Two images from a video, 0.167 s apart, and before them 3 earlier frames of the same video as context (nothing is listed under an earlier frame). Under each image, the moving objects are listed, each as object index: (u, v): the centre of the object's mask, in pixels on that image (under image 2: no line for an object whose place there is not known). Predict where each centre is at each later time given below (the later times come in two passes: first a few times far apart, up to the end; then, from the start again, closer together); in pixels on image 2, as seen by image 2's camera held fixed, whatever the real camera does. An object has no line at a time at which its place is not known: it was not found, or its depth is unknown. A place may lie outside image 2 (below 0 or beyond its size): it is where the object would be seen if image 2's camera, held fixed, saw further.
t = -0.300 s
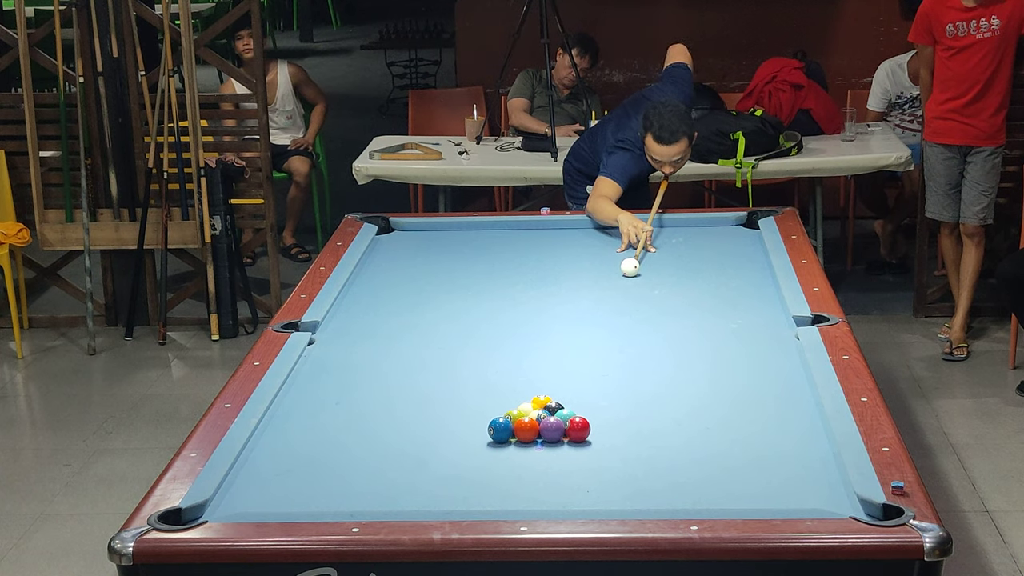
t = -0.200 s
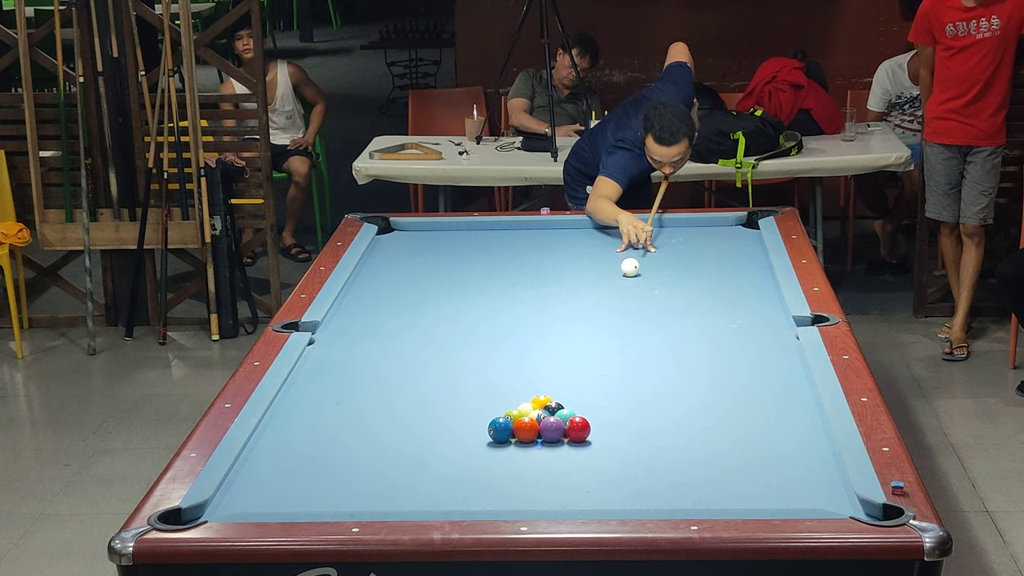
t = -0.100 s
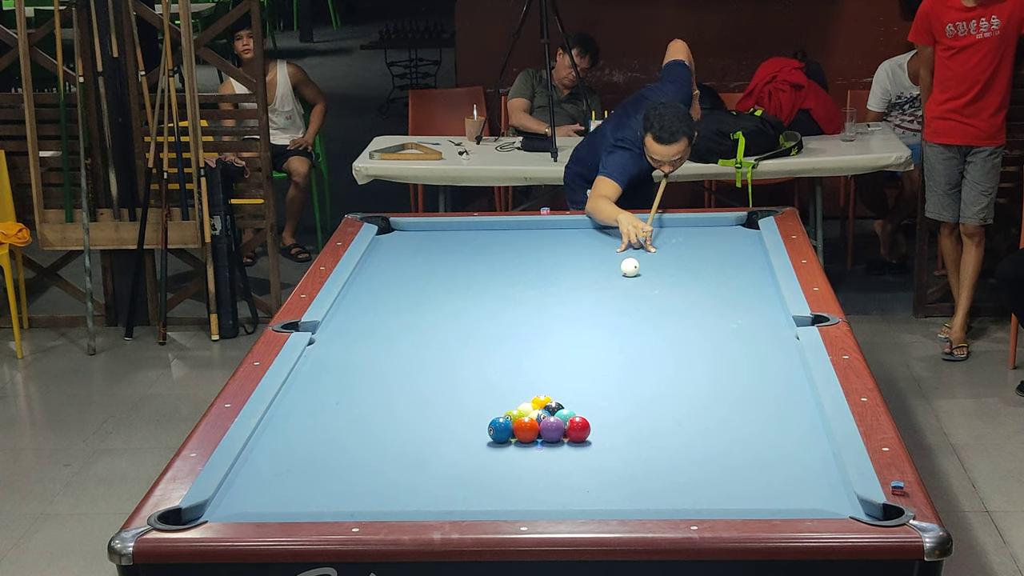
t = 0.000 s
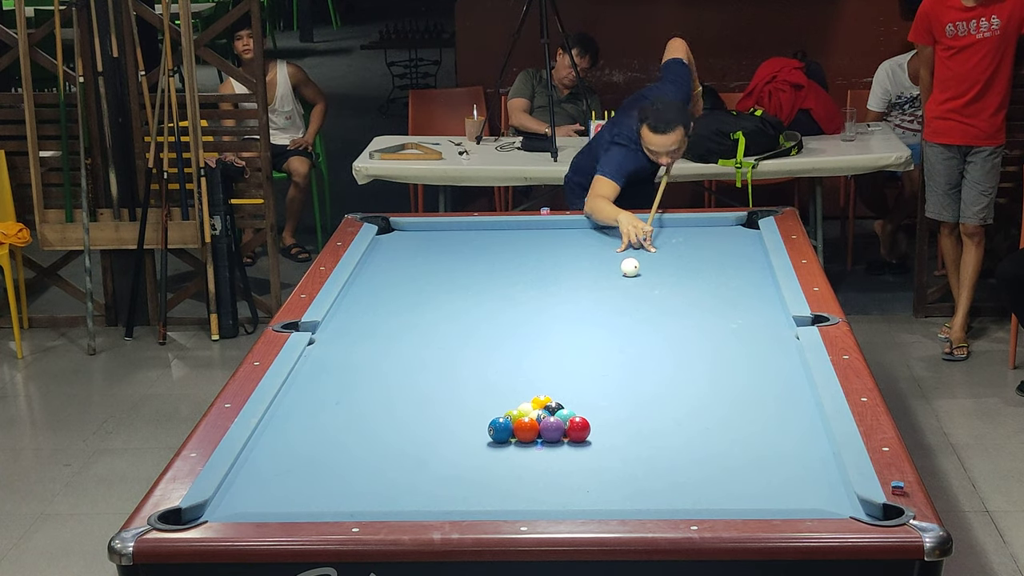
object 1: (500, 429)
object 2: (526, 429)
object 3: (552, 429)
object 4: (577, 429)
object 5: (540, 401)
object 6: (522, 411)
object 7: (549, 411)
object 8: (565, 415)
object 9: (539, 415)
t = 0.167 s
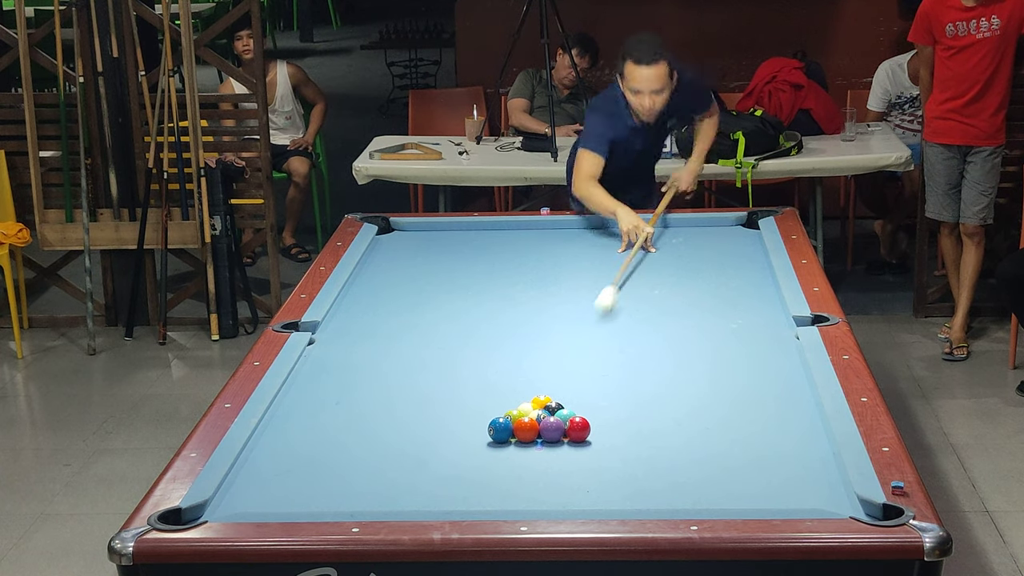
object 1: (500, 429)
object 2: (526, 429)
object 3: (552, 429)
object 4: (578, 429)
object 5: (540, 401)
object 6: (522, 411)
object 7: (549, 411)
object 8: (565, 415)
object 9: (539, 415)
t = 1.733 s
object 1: (651, 256)
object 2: (402, 498)
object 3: (773, 384)
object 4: (661, 316)
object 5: (377, 281)
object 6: (455, 299)
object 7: (572, 384)
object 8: (743, 443)
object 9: (599, 429)
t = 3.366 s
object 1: (420, 424)
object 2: (384, 472)
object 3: (717, 310)
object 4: (513, 233)
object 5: (478, 234)
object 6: (649, 234)
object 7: (573, 379)
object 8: (822, 453)
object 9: (601, 429)
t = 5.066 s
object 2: (385, 471)
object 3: (665, 278)
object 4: (563, 246)
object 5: (390, 231)
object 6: (743, 235)
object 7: (573, 380)
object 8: (821, 453)
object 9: (601, 428)
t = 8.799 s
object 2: (385, 471)
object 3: (657, 272)
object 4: (567, 248)
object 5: (395, 231)
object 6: (750, 241)
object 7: (573, 381)
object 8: (821, 454)
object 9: (601, 429)
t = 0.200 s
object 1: (500, 429)
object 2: (526, 429)
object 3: (552, 429)
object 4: (577, 429)
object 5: (540, 401)
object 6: (522, 411)
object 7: (548, 411)
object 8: (565, 415)
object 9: (539, 415)
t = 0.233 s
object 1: (500, 429)
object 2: (526, 429)
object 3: (552, 429)
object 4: (577, 429)
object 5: (540, 401)
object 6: (522, 411)
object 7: (549, 411)
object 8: (565, 415)
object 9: (539, 415)
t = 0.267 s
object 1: (481, 440)
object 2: (524, 430)
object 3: (555, 432)
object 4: (585, 432)
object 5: (538, 399)
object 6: (521, 409)
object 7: (549, 412)
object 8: (568, 418)
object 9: (540, 419)
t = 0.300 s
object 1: (428, 470)
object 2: (520, 433)
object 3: (564, 441)
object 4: (612, 448)
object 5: (530, 390)
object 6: (507, 405)
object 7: (548, 418)
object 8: (574, 421)
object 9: (543, 422)
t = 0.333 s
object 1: (371, 499)
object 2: (517, 435)
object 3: (573, 450)
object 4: (637, 462)
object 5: (522, 384)
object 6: (493, 403)
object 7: (549, 417)
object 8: (578, 423)
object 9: (545, 422)
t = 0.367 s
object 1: (342, 496)
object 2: (514, 438)
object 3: (581, 458)
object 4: (661, 475)
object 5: (515, 383)
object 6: (481, 401)
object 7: (557, 408)
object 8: (583, 424)
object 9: (547, 423)
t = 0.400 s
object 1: (331, 477)
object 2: (510, 440)
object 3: (589, 466)
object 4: (686, 489)
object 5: (507, 385)
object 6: (469, 397)
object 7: (557, 406)
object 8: (588, 424)
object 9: (549, 423)
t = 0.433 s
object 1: (321, 459)
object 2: (507, 442)
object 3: (596, 473)
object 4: (711, 499)
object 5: (501, 383)
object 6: (459, 394)
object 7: (557, 405)
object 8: (592, 425)
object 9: (551, 423)
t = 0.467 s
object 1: (312, 443)
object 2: (504, 445)
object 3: (603, 480)
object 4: (727, 498)
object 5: (495, 379)
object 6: (449, 390)
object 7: (557, 405)
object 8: (597, 425)
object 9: (553, 424)
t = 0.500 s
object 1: (305, 427)
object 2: (501, 447)
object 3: (611, 488)
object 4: (737, 494)
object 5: (489, 377)
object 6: (439, 387)
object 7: (557, 404)
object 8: (602, 426)
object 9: (555, 424)
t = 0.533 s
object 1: (297, 413)
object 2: (497, 449)
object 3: (619, 495)
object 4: (747, 486)
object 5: (482, 373)
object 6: (429, 385)
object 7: (558, 403)
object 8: (606, 427)
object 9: (557, 424)
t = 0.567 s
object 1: (291, 399)
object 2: (494, 451)
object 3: (627, 500)
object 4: (756, 479)
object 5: (476, 370)
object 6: (419, 381)
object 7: (558, 403)
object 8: (611, 427)
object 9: (559, 424)
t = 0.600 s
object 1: (293, 388)
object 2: (491, 454)
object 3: (634, 502)
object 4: (764, 472)
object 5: (471, 366)
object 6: (410, 378)
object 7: (558, 403)
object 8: (615, 428)
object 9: (561, 424)
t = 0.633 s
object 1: (309, 377)
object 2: (487, 456)
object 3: (640, 499)
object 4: (773, 465)
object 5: (465, 363)
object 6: (400, 375)
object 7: (559, 402)
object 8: (620, 428)
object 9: (562, 425)
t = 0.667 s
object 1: (323, 367)
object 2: (484, 458)
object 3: (645, 496)
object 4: (781, 459)
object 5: (459, 359)
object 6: (391, 372)
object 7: (559, 402)
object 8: (624, 429)
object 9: (564, 425)
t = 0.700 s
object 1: (335, 358)
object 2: (481, 461)
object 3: (650, 493)
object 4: (789, 452)
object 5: (453, 356)
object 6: (382, 369)
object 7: (560, 402)
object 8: (628, 429)
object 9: (566, 425)
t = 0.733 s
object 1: (347, 349)
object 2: (477, 463)
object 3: (655, 488)
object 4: (796, 446)
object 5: (447, 352)
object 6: (373, 366)
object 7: (560, 401)
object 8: (633, 430)
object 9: (567, 426)
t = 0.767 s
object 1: (359, 341)
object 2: (474, 465)
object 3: (660, 484)
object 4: (804, 439)
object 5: (442, 349)
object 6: (364, 363)
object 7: (561, 400)
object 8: (637, 430)
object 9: (569, 426)
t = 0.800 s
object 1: (371, 333)
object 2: (471, 467)
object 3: (665, 479)
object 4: (811, 433)
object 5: (436, 346)
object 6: (355, 361)
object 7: (561, 399)
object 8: (641, 430)
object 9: (570, 426)
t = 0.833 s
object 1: (382, 325)
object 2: (468, 469)
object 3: (670, 475)
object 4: (817, 428)
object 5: (431, 343)
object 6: (347, 357)
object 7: (562, 399)
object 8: (645, 431)
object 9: (572, 427)
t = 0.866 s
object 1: (392, 317)
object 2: (464, 472)
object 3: (675, 471)
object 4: (809, 422)
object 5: (426, 340)
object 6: (338, 355)
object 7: (562, 399)
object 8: (650, 432)
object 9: (573, 427)
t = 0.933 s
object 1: (413, 302)
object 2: (458, 476)
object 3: (684, 463)
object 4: (794, 412)
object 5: (416, 334)
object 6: (321, 350)
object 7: (563, 397)
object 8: (658, 433)
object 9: (576, 427)
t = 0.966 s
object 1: (423, 295)
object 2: (455, 479)
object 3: (688, 459)
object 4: (787, 407)
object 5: (411, 331)
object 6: (316, 347)
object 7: (563, 396)
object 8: (662, 433)
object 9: (578, 427)
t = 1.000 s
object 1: (432, 289)
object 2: (451, 481)
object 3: (693, 455)
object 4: (780, 402)
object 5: (406, 328)
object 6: (323, 345)
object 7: (564, 396)
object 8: (666, 434)
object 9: (579, 427)
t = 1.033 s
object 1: (441, 282)
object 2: (448, 483)
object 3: (697, 451)
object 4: (774, 397)
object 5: (401, 325)
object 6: (331, 342)
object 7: (564, 395)
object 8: (670, 434)
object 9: (580, 428)
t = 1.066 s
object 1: (450, 276)
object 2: (445, 486)
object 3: (701, 448)
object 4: (767, 392)
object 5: (397, 322)
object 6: (337, 340)
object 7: (564, 394)
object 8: (674, 434)
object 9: (582, 428)
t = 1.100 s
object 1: (459, 269)
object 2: (442, 488)
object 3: (705, 444)
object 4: (761, 388)
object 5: (392, 320)
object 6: (344, 338)
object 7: (565, 393)
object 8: (678, 435)
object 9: (583, 428)
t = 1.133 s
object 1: (467, 263)
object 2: (438, 490)
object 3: (710, 440)
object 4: (755, 383)
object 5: (388, 317)
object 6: (351, 336)
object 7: (565, 393)
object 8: (681, 435)
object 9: (584, 427)
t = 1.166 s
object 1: (475, 258)
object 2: (435, 493)
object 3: (714, 436)
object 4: (748, 379)
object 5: (383, 314)
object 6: (357, 333)
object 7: (566, 392)
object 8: (685, 436)
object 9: (586, 427)
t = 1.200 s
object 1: (482, 252)
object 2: (432, 495)
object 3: (718, 433)
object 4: (742, 375)
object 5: (379, 312)
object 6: (363, 331)
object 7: (566, 392)
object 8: (689, 436)
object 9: (587, 428)
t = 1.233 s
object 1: (490, 246)
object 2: (429, 496)
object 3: (721, 429)
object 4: (736, 370)
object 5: (374, 309)
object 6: (370, 329)
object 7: (566, 391)
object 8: (693, 437)
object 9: (588, 428)
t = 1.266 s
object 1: (498, 241)
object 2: (426, 498)
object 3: (725, 426)
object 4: (730, 366)
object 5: (370, 306)
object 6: (376, 326)
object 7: (567, 391)
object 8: (696, 437)
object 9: (589, 428)
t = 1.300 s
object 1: (505, 235)
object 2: (422, 499)
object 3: (729, 423)
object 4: (725, 362)
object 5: (366, 304)
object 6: (383, 324)
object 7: (567, 390)
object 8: (700, 438)
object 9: (590, 428)
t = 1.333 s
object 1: (512, 231)
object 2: (419, 500)
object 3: (733, 419)
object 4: (720, 358)
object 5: (362, 301)
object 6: (388, 323)
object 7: (568, 389)
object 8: (704, 438)
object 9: (591, 428)
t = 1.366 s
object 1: (519, 225)
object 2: (416, 502)
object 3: (736, 416)
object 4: (714, 354)
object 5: (358, 299)
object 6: (394, 320)
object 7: (568, 389)
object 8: (707, 438)
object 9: (592, 428)
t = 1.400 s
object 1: (528, 226)
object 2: (413, 502)
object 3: (740, 413)
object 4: (709, 350)
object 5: (354, 297)
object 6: (400, 318)
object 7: (569, 388)
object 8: (711, 438)
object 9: (593, 428)
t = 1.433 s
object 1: (541, 230)
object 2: (410, 503)
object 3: (744, 410)
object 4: (704, 347)
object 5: (350, 294)
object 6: (405, 317)
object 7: (569, 388)
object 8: (714, 439)
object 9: (594, 428)
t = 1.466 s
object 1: (553, 234)
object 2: (409, 503)
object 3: (747, 407)
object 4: (699, 343)
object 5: (350, 292)
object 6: (412, 315)
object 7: (569, 387)
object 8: (717, 440)
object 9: (595, 428)
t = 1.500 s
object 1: (565, 236)
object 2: (408, 502)
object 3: (750, 404)
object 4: (694, 339)
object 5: (354, 291)
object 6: (417, 313)
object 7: (569, 387)
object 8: (721, 440)
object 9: (596, 428)
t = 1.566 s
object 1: (589, 242)
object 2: (406, 501)
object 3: (757, 398)
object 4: (684, 332)
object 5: (360, 288)
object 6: (429, 308)
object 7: (570, 386)
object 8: (727, 441)
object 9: (597, 428)
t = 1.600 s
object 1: (601, 245)
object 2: (406, 501)
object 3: (761, 395)
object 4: (679, 329)
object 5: (364, 287)
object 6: (434, 307)
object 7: (571, 385)
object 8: (731, 441)
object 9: (598, 428)
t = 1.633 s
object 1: (613, 247)
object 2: (405, 500)
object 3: (764, 392)
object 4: (674, 325)
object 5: (367, 285)
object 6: (440, 305)
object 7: (571, 385)
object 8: (734, 442)
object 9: (598, 429)
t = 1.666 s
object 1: (626, 250)
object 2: (404, 499)
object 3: (767, 389)
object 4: (670, 322)
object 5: (371, 284)
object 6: (445, 303)
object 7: (571, 384)
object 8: (737, 442)
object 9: (599, 429)
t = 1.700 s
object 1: (638, 253)
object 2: (403, 499)
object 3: (770, 387)
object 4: (665, 319)
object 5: (374, 282)
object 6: (450, 301)
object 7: (571, 384)
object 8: (740, 442)
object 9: (599, 429)
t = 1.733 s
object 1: (651, 256)
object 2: (402, 498)
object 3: (773, 384)
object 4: (661, 316)
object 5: (377, 281)
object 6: (455, 299)
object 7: (572, 384)
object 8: (743, 443)
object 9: (599, 429)
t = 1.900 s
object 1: (717, 272)
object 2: (399, 495)
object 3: (788, 370)
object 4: (639, 300)
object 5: (393, 275)
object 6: (480, 291)
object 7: (572, 381)
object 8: (758, 444)
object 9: (601, 429)
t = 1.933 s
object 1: (731, 275)
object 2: (398, 494)
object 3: (791, 368)
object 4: (636, 298)
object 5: (396, 273)
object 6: (485, 289)
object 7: (573, 381)
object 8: (761, 445)
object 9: (601, 429)
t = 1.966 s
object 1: (745, 279)
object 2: (397, 493)
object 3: (793, 366)
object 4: (632, 295)
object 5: (399, 272)
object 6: (490, 287)
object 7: (573, 381)
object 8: (763, 445)
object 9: (601, 429)
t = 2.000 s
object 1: (760, 281)
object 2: (396, 492)
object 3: (795, 363)
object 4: (628, 292)
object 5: (402, 271)
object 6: (494, 286)
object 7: (573, 381)
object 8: (766, 445)
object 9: (601, 429)
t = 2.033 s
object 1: (768, 285)
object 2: (396, 491)
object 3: (793, 361)
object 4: (624, 289)
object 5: (405, 270)
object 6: (499, 284)
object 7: (573, 381)
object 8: (769, 446)
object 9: (601, 429)
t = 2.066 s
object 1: (759, 287)
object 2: (395, 490)
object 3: (790, 360)
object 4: (620, 286)
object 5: (408, 268)
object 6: (504, 282)
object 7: (573, 380)
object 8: (771, 446)
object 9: (601, 429)
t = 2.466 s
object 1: (666, 325)
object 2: (389, 481)
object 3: (763, 341)
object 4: (580, 257)
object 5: (440, 255)
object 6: (555, 265)
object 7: (573, 379)
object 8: (798, 449)
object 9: (601, 428)
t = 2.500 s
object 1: (658, 328)
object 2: (389, 481)
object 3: (761, 340)
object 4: (577, 255)
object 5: (442, 254)
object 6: (559, 263)
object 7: (573, 379)
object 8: (800, 450)
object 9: (601, 428)
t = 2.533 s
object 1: (650, 332)
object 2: (388, 480)
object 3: (759, 339)
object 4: (574, 252)
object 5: (444, 253)
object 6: (563, 262)
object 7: (573, 379)
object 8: (802, 450)
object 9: (601, 428)
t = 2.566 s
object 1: (642, 335)
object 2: (388, 480)
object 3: (757, 337)
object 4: (571, 248)
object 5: (447, 252)
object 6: (567, 261)
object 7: (573, 379)
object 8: (804, 450)
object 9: (601, 429)
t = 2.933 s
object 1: (546, 373)
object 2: (385, 475)
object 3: (737, 323)
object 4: (540, 229)
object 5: (472, 242)
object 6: (607, 247)
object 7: (573, 379)
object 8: (821, 452)
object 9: (601, 429)
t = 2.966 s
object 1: (537, 377)
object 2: (384, 475)
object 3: (735, 322)
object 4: (538, 227)
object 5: (474, 241)
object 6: (610, 246)
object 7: (573, 379)
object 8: (822, 453)
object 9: (601, 429)
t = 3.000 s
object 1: (528, 381)
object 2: (384, 474)
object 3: (734, 321)
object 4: (535, 226)
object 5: (476, 240)
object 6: (614, 245)
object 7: (574, 379)
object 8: (823, 453)
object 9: (601, 429)
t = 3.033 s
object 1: (518, 384)
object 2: (384, 474)
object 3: (732, 320)
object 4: (533, 224)
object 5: (478, 240)
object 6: (617, 244)
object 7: (573, 379)
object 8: (824, 453)
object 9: (601, 429)
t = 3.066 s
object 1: (509, 388)
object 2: (384, 474)
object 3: (730, 319)
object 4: (529, 226)
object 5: (480, 239)
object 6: (620, 243)
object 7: (573, 379)
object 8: (824, 453)
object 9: (601, 429)
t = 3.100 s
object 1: (499, 392)
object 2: (384, 473)
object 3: (729, 318)
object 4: (525, 227)
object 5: (482, 238)
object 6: (623, 242)
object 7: (573, 379)
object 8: (824, 453)
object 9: (601, 429)
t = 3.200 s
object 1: (470, 404)
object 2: (384, 473)
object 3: (724, 315)
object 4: (513, 230)
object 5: (487, 235)
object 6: (633, 238)
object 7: (573, 379)
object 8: (823, 453)
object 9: (601, 429)
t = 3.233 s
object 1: (460, 408)
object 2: (384, 472)
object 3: (723, 314)
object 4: (509, 231)
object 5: (489, 235)
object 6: (636, 238)
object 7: (573, 379)
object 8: (822, 453)
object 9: (601, 429)
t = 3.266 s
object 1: (450, 411)
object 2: (384, 472)
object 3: (721, 313)
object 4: (507, 232)
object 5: (489, 234)
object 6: (639, 236)
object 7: (573, 379)
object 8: (822, 453)
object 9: (601, 429)
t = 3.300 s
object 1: (440, 415)
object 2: (384, 472)
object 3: (720, 312)
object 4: (510, 232)
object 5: (485, 234)
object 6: (643, 235)
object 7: (573, 379)
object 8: (822, 453)
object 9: (601, 429)
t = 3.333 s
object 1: (430, 420)
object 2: (384, 472)
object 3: (718, 311)
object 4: (512, 233)
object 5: (481, 234)
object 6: (646, 234)
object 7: (573, 379)
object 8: (822, 453)
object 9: (601, 429)
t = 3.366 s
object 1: (420, 424)
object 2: (384, 472)
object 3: (717, 310)
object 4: (513, 233)
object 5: (478, 234)
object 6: (649, 234)
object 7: (573, 379)
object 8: (822, 453)
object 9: (601, 429)
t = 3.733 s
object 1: (299, 472)
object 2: (385, 471)
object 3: (702, 300)
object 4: (528, 237)
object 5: (448, 233)
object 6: (680, 224)
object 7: (573, 379)
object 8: (821, 453)
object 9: (601, 429)
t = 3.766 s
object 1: (287, 477)
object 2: (385, 471)
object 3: (700, 299)
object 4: (530, 237)
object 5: (446, 233)
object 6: (682, 222)
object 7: (573, 379)
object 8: (821, 453)
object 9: (601, 429)
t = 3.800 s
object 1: (275, 482)
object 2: (385, 471)
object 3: (699, 299)
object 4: (531, 237)
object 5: (443, 233)
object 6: (685, 222)
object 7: (573, 379)
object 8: (821, 453)
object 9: (601, 429)
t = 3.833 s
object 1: (263, 487)
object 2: (385, 471)
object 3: (698, 298)
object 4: (532, 237)
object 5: (441, 233)
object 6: (687, 221)
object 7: (573, 379)
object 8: (821, 453)
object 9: (601, 428)
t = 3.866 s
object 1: (251, 492)
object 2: (385, 471)
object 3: (697, 297)
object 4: (533, 238)
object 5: (438, 233)
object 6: (689, 222)
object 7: (573, 379)
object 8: (821, 453)
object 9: (601, 428)
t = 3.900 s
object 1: (238, 497)
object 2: (385, 471)
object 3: (696, 296)
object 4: (534, 238)
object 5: (436, 233)
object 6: (691, 223)
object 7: (573, 379)
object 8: (821, 453)
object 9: (601, 428)
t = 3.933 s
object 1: (226, 501)
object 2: (385, 471)
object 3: (695, 296)
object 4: (536, 239)
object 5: (433, 233)
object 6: (693, 223)
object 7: (573, 379)
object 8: (821, 453)
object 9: (601, 428)
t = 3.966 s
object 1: (220, 504)
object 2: (385, 471)
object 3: (693, 295)
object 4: (536, 239)
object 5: (431, 233)
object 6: (695, 223)
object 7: (573, 379)
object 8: (821, 453)
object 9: (601, 428)
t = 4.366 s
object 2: (385, 471)
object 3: (681, 288)
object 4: (549, 242)
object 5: (406, 232)
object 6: (715, 228)
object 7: (573, 380)
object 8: (821, 453)
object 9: (601, 429)
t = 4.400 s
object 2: (385, 471)
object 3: (680, 287)
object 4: (550, 242)
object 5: (404, 232)
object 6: (716, 228)
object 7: (573, 380)
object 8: (821, 453)
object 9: (601, 428)
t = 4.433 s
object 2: (385, 471)
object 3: (679, 287)
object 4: (550, 242)
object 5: (402, 232)
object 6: (718, 229)
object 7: (573, 380)
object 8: (821, 453)
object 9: (601, 428)
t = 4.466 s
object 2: (385, 471)
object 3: (678, 286)
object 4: (551, 243)
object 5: (400, 232)
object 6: (719, 229)
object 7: (573, 380)
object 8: (821, 453)
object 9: (601, 429)
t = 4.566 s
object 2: (385, 471)
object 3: (675, 285)
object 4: (554, 243)
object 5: (395, 232)
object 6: (723, 230)
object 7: (573, 380)
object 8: (821, 453)
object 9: (601, 428)
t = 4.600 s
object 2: (385, 471)
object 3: (675, 284)
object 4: (554, 243)
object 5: (393, 232)
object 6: (725, 230)
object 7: (573, 380)
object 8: (821, 453)
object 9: (601, 429)
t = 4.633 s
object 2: (385, 471)
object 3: (674, 283)
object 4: (555, 244)
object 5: (392, 232)
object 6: (726, 231)
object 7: (573, 380)
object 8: (821, 453)
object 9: (601, 428)
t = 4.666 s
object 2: (385, 471)
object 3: (673, 283)
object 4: (556, 244)
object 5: (390, 231)
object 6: (728, 231)
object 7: (573, 380)
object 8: (821, 453)
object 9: (601, 429)
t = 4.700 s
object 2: (385, 471)
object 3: (672, 282)
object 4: (556, 244)
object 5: (389, 231)
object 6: (729, 231)
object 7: (573, 380)
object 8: (821, 453)
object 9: (601, 429)
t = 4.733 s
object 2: (385, 471)
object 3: (671, 282)
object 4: (557, 244)
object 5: (387, 231)
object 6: (730, 232)
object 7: (573, 380)
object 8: (821, 453)
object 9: (601, 429)
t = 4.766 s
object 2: (385, 471)
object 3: (671, 281)
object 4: (558, 244)
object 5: (386, 231)
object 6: (732, 232)
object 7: (573, 380)
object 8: (821, 453)
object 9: (601, 428)
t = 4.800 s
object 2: (385, 471)
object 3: (670, 281)
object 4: (558, 245)
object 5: (385, 231)
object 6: (733, 233)
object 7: (573, 380)
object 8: (821, 453)
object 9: (601, 429)
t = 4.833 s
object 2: (385, 471)
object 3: (669, 281)
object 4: (559, 245)
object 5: (386, 231)
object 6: (735, 233)
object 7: (573, 380)
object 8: (821, 453)
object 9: (601, 429)
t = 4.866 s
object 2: (385, 471)
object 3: (669, 280)
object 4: (559, 245)
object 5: (386, 231)
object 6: (736, 234)
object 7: (573, 380)
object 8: (821, 453)
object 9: (601, 429)
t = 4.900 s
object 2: (385, 471)
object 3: (668, 280)
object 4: (560, 245)
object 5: (387, 231)
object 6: (737, 234)
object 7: (573, 380)
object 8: (821, 453)
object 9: (601, 429)
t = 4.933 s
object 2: (385, 471)
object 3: (667, 279)
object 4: (561, 245)
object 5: (388, 231)
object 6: (738, 234)
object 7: (573, 380)
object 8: (821, 453)
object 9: (601, 428)
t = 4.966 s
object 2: (385, 471)
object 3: (667, 279)
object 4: (561, 245)
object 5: (388, 231)
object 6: (739, 234)
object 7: (573, 380)
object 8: (821, 453)
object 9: (601, 429)
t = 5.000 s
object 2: (385, 471)
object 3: (666, 279)
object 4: (561, 245)
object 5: (389, 231)
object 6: (740, 234)
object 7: (573, 380)
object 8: (822, 453)
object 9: (601, 429)
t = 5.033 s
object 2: (385, 471)
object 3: (666, 278)
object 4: (562, 246)
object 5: (390, 231)
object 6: (741, 235)
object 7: (573, 380)
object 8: (821, 453)
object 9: (601, 428)
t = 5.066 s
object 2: (385, 471)
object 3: (665, 278)
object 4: (563, 246)
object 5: (390, 231)
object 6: (743, 235)
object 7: (573, 380)
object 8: (821, 453)
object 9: (601, 428)
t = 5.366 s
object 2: (385, 471)
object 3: (661, 275)
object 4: (566, 247)
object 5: (395, 231)
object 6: (751, 238)
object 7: (573, 381)
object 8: (821, 453)
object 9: (601, 428)
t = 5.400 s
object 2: (385, 471)
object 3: (661, 275)
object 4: (566, 247)
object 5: (395, 231)
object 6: (752, 238)
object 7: (573, 380)
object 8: (821, 453)
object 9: (601, 428)
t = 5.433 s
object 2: (385, 471)
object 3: (661, 275)
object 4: (566, 247)
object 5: (395, 231)
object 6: (753, 238)
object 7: (573, 381)
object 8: (821, 453)
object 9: (601, 428)
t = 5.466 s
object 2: (385, 471)
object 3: (661, 274)
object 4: (566, 247)
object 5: (395, 231)
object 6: (754, 238)
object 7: (573, 381)
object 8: (821, 453)
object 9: (601, 428)
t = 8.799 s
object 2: (385, 471)
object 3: (657, 272)
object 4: (567, 248)
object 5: (395, 231)
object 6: (750, 241)
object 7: (573, 381)
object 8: (821, 454)
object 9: (601, 429)
